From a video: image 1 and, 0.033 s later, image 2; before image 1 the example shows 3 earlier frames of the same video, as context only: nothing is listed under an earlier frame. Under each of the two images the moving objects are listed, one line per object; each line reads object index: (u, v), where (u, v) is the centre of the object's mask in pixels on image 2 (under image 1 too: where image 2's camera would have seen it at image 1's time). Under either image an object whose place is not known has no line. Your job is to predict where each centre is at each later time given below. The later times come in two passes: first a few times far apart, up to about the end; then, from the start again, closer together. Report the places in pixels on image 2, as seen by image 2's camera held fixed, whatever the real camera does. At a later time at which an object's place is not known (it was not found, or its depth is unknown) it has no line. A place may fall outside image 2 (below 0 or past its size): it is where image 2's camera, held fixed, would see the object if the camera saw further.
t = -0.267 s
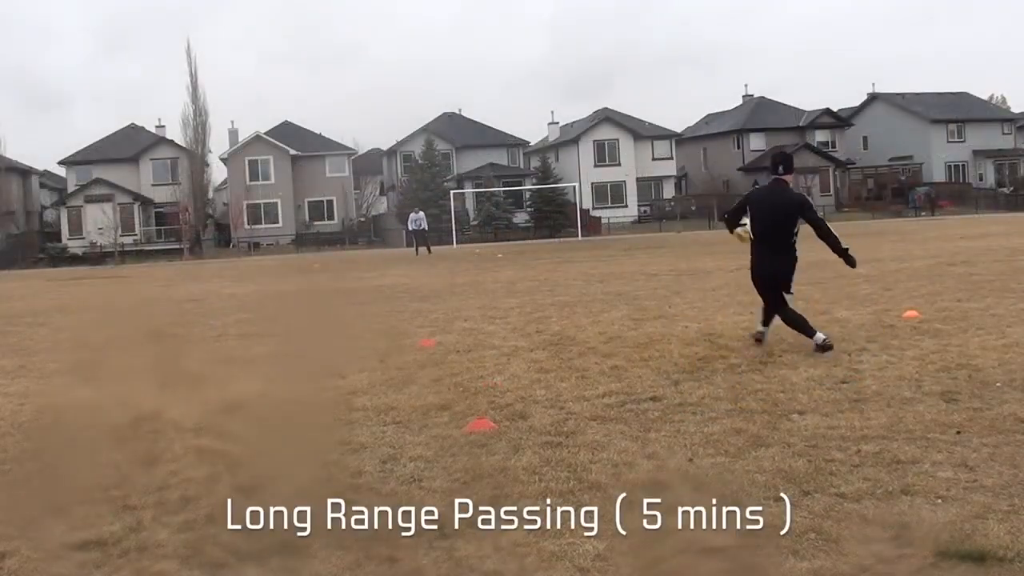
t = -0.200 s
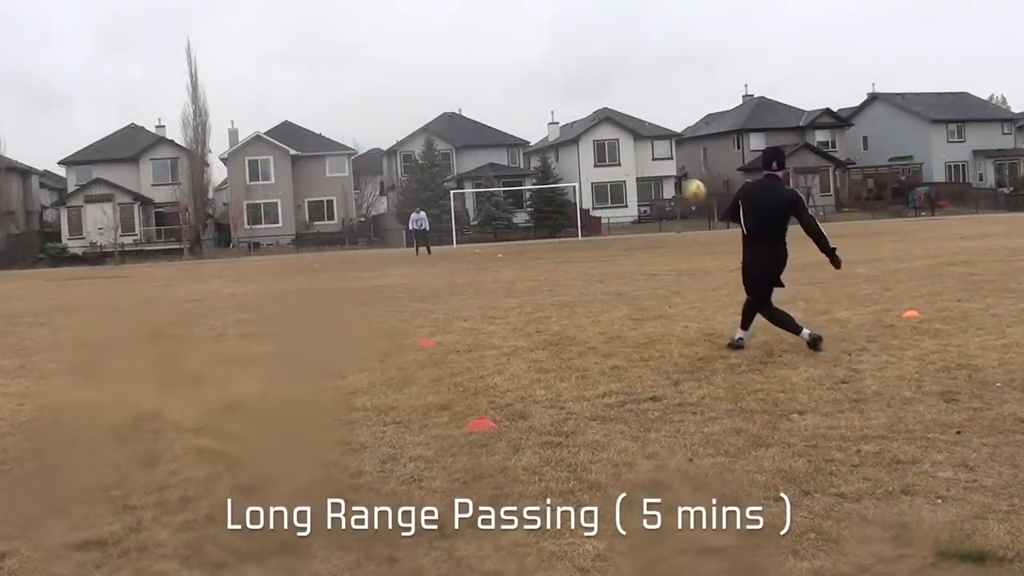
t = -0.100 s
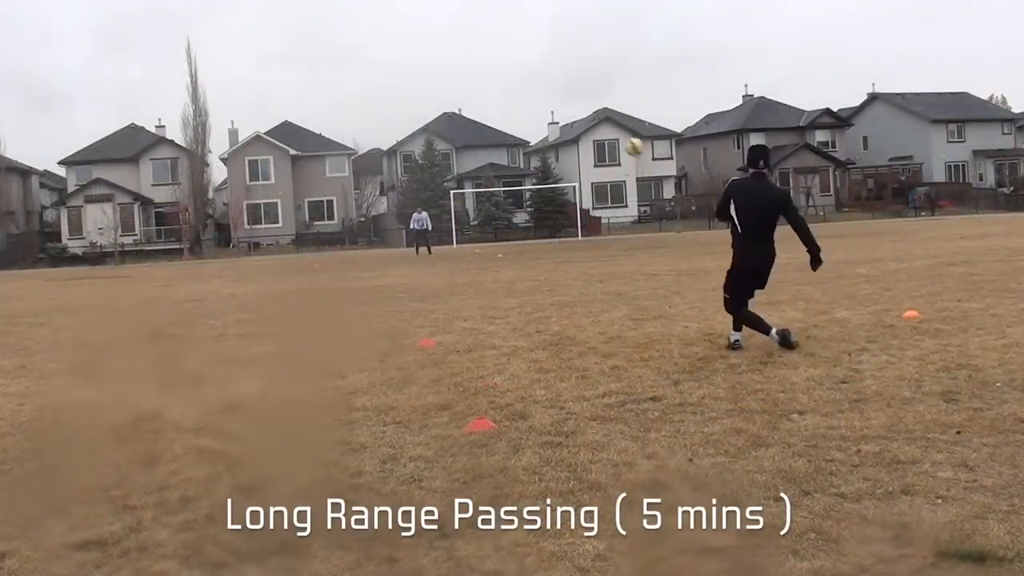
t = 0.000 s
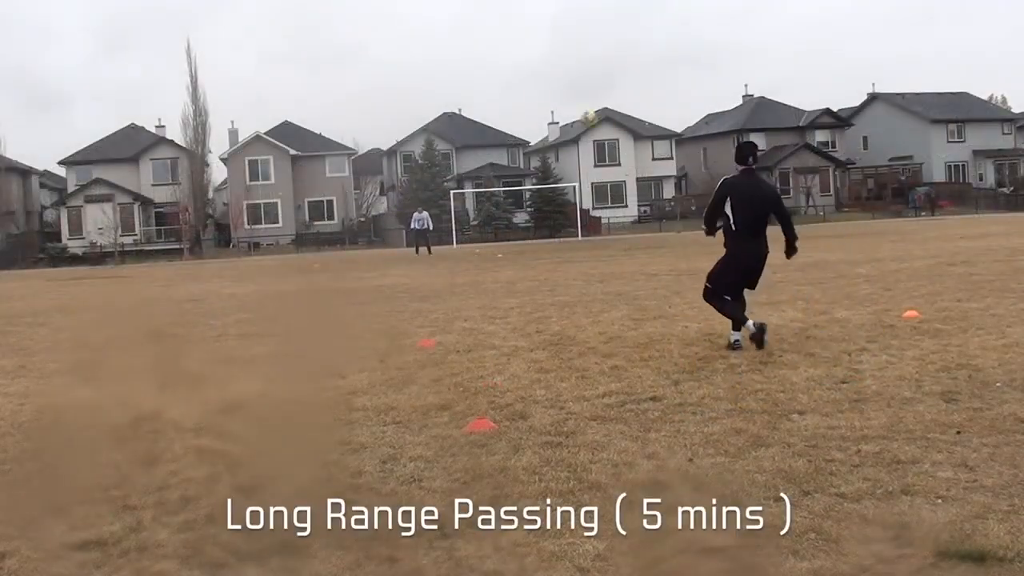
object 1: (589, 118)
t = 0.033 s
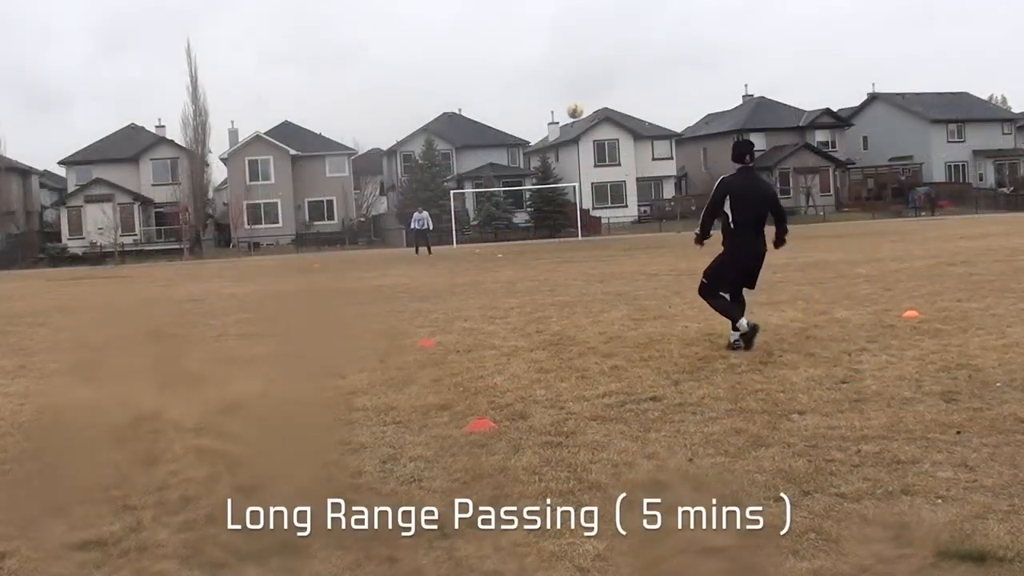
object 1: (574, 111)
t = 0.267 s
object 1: (504, 82)
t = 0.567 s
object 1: (445, 79)
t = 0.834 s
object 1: (408, 99)
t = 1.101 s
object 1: (381, 132)
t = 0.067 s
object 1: (562, 105)
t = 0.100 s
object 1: (551, 99)
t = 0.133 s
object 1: (540, 94)
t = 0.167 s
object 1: (531, 90)
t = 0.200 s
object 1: (521, 86)
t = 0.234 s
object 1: (512, 83)
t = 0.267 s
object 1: (504, 82)
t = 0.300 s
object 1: (496, 79)
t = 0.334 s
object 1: (488, 78)
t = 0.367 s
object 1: (481, 77)
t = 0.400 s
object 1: (474, 76)
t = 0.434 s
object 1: (468, 76)
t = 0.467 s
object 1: (462, 77)
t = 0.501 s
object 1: (456, 77)
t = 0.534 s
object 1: (450, 78)
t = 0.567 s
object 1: (445, 79)
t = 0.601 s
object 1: (440, 81)
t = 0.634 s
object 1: (435, 83)
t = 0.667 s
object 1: (430, 84)
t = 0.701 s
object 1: (425, 87)
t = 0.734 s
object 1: (420, 90)
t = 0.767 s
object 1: (416, 93)
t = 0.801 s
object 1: (412, 96)
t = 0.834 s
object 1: (408, 99)
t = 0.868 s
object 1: (404, 102)
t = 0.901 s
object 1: (401, 106)
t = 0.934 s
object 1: (397, 110)
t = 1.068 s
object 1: (384, 127)
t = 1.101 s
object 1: (381, 132)
